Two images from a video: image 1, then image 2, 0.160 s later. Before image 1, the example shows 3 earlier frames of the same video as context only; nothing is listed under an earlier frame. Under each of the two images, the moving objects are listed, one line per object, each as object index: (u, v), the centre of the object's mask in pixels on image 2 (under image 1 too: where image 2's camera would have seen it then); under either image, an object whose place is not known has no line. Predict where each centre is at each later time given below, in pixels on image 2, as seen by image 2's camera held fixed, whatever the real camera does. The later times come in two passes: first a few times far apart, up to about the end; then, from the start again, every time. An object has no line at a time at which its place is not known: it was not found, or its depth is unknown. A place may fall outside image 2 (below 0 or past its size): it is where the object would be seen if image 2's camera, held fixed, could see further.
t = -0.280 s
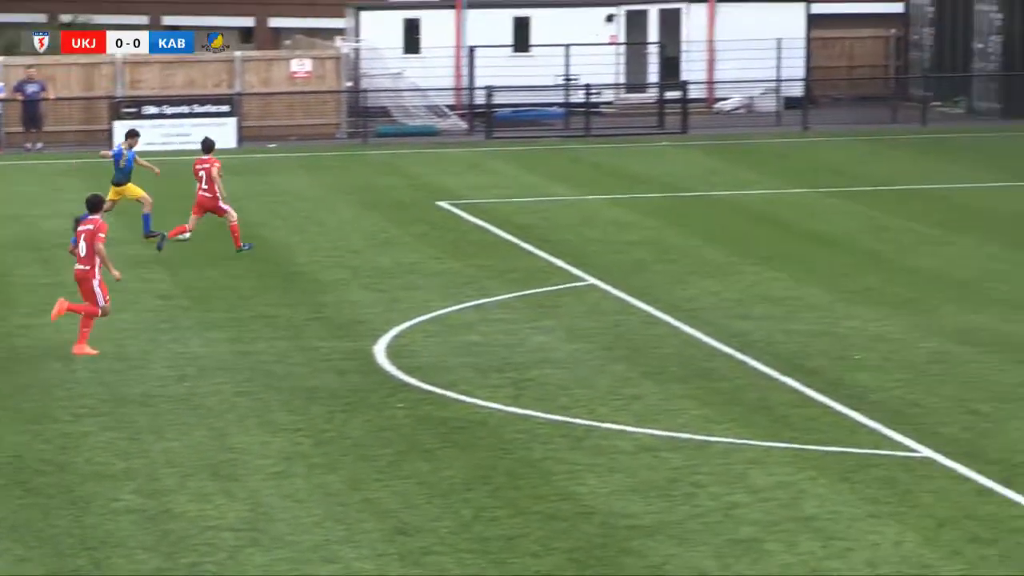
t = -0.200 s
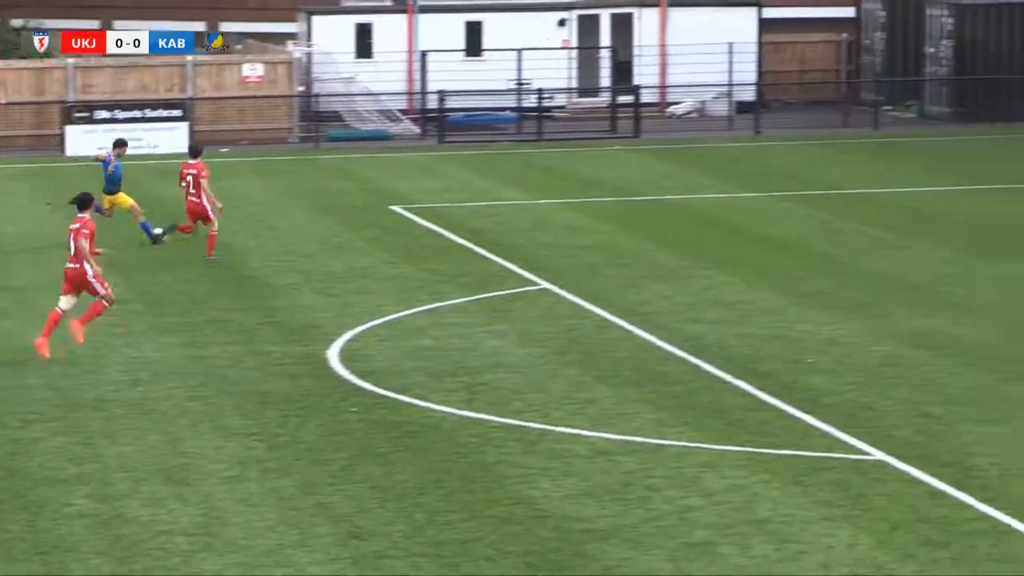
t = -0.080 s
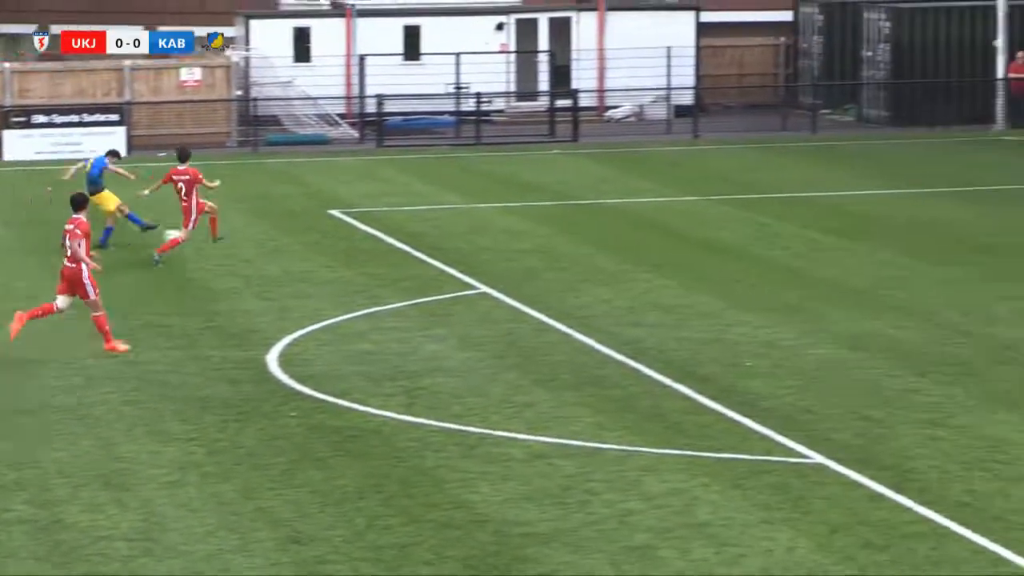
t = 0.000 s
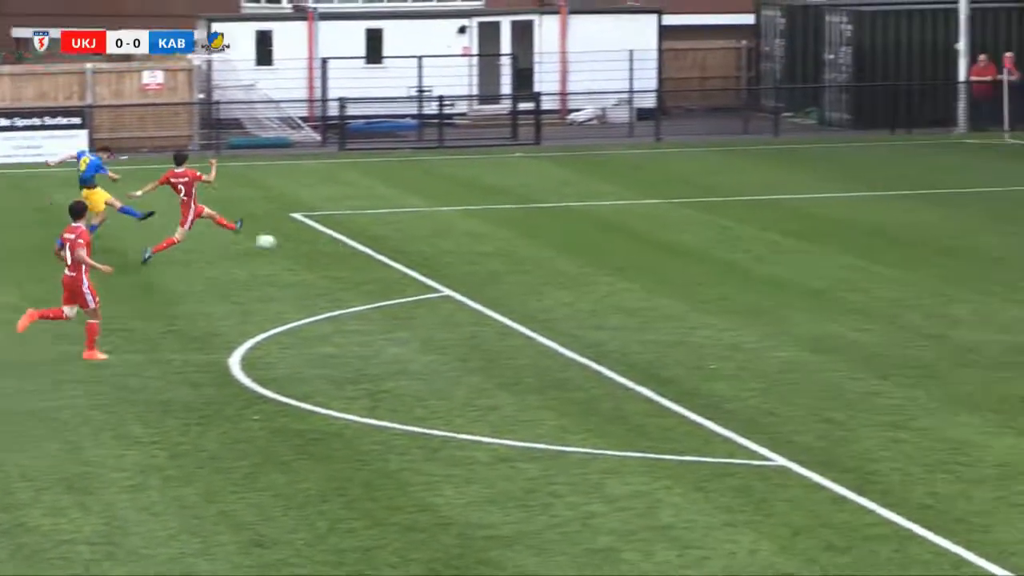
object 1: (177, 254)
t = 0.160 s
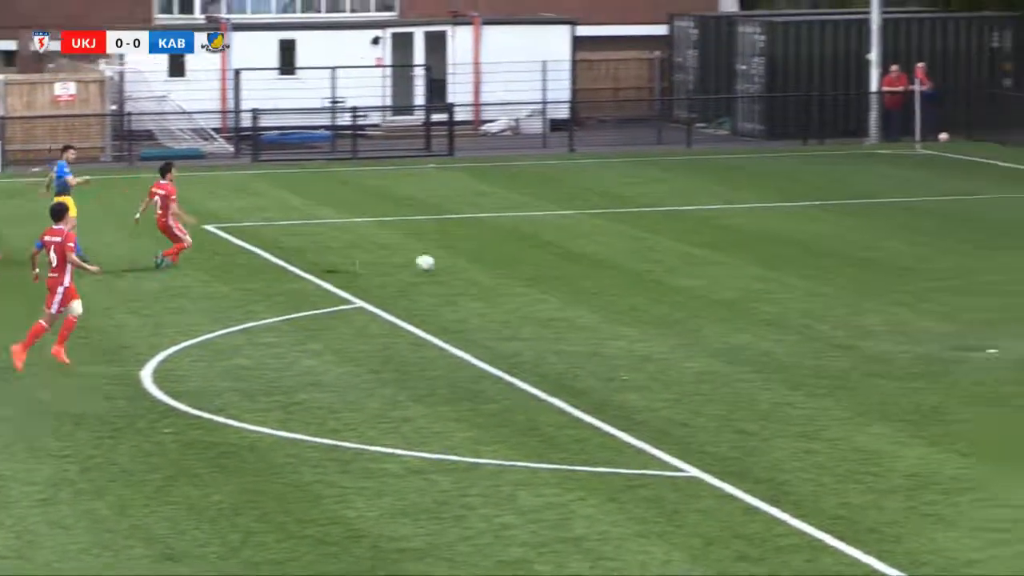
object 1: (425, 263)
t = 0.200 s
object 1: (481, 263)
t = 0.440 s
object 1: (809, 277)
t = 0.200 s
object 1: (481, 263)
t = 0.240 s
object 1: (538, 266)
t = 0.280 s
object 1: (594, 270)
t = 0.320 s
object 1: (653, 276)
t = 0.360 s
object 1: (708, 279)
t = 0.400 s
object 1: (759, 277)
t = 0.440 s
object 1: (809, 277)
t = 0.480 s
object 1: (862, 279)
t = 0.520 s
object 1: (916, 283)
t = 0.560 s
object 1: (972, 289)
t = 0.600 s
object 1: (1029, 297)
